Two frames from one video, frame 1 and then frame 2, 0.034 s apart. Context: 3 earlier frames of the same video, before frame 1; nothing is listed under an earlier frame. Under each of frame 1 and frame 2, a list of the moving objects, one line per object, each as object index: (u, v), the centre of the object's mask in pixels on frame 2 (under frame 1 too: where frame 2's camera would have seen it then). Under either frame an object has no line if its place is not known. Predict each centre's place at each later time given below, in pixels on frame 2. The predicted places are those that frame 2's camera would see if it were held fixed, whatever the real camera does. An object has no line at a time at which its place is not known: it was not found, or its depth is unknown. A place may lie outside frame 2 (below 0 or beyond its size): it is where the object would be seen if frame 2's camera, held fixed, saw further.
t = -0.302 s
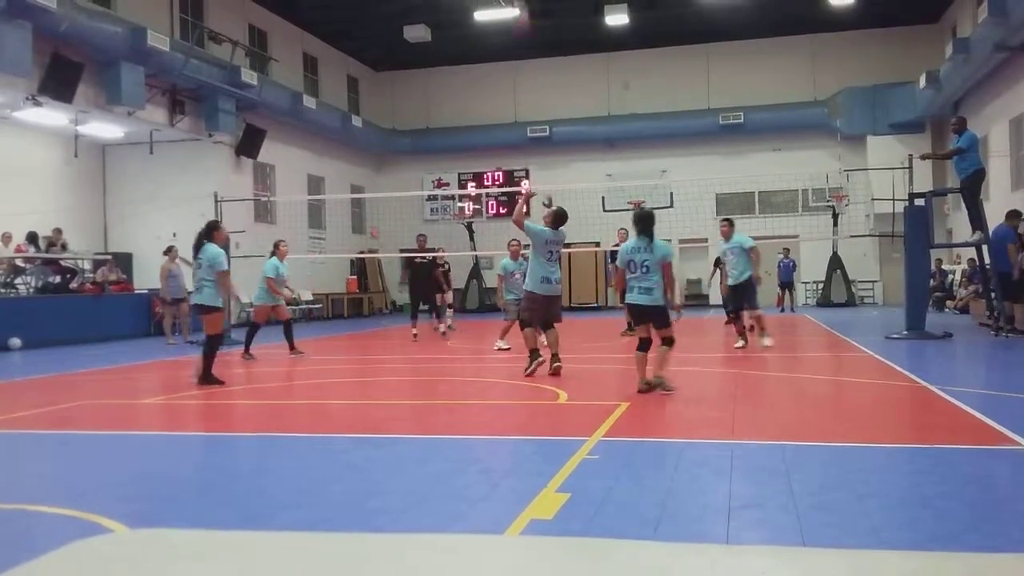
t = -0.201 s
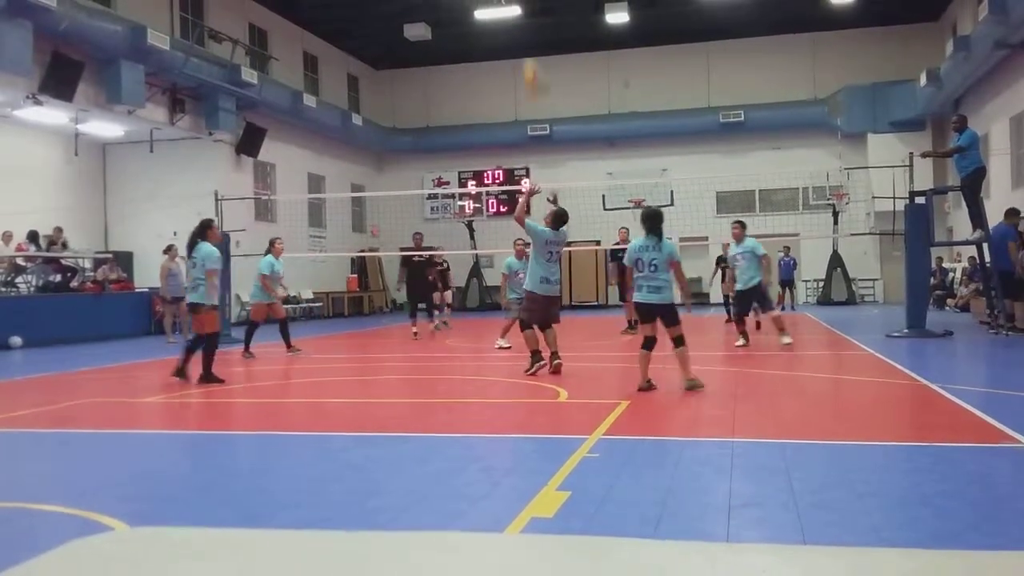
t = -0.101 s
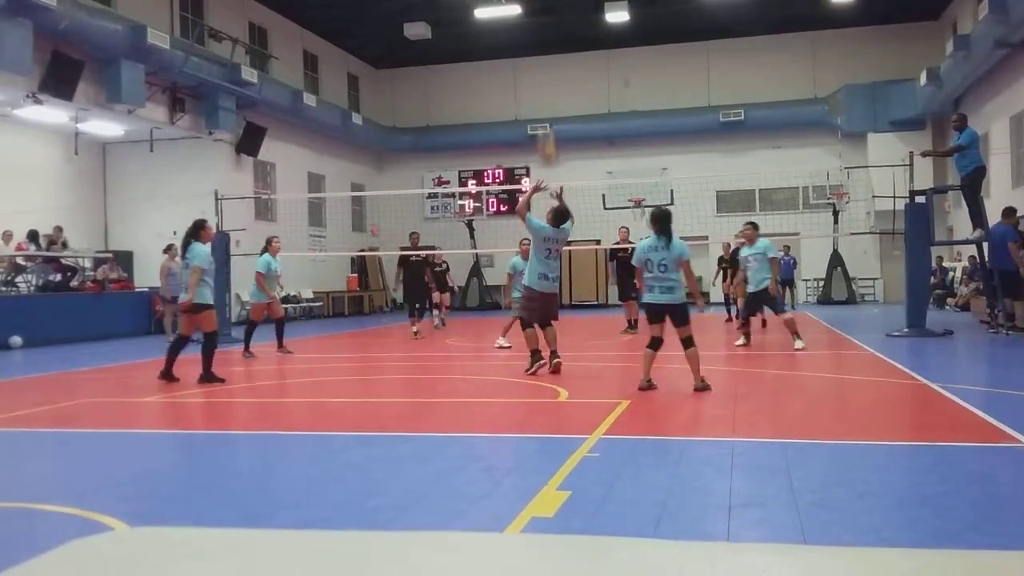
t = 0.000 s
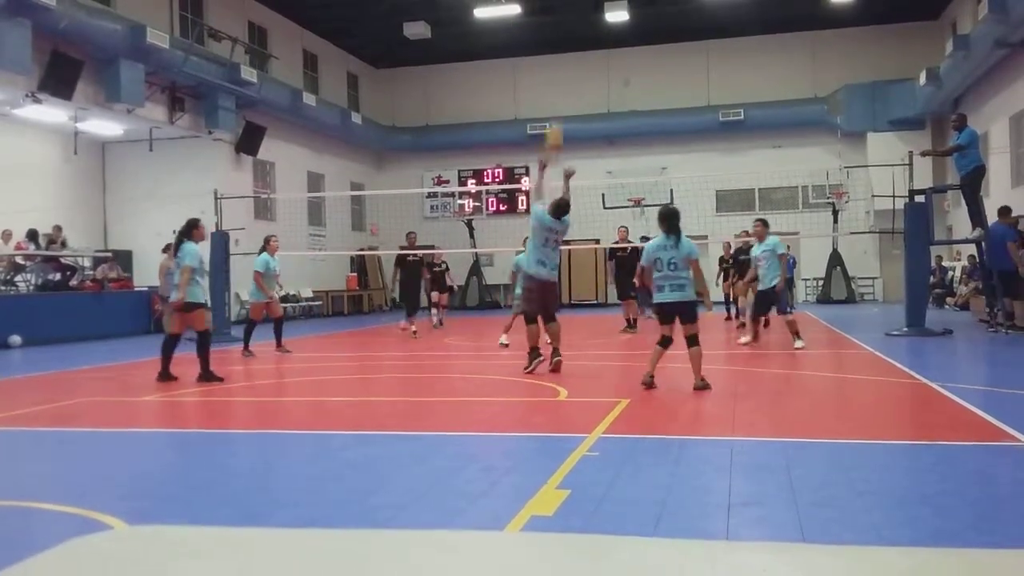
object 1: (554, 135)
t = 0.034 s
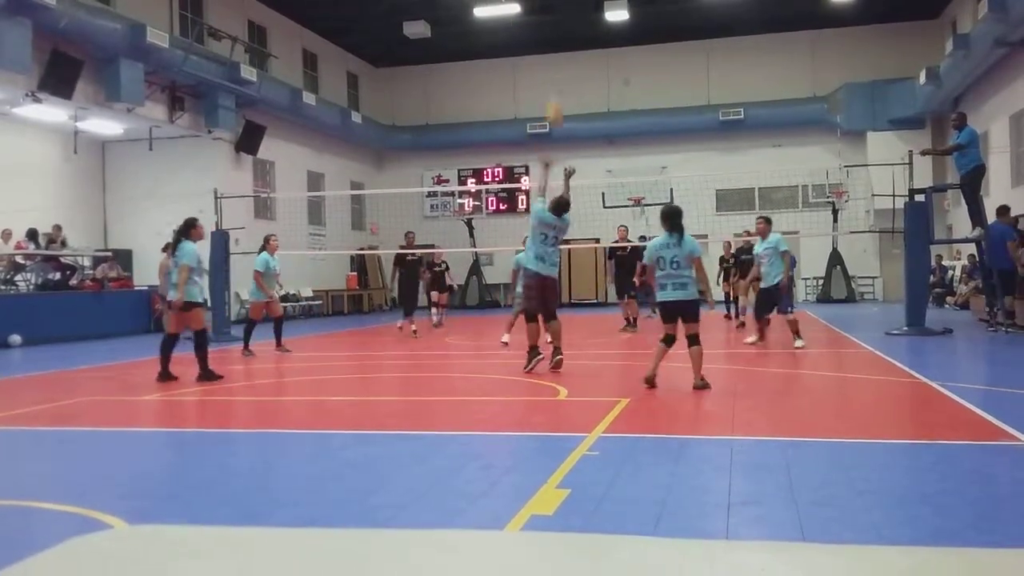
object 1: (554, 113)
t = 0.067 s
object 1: (555, 86)
